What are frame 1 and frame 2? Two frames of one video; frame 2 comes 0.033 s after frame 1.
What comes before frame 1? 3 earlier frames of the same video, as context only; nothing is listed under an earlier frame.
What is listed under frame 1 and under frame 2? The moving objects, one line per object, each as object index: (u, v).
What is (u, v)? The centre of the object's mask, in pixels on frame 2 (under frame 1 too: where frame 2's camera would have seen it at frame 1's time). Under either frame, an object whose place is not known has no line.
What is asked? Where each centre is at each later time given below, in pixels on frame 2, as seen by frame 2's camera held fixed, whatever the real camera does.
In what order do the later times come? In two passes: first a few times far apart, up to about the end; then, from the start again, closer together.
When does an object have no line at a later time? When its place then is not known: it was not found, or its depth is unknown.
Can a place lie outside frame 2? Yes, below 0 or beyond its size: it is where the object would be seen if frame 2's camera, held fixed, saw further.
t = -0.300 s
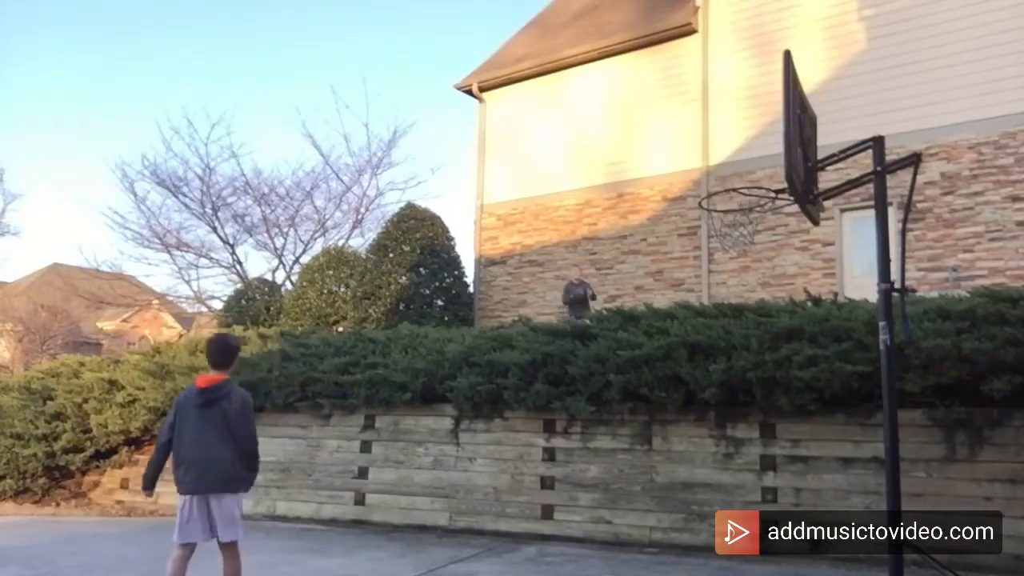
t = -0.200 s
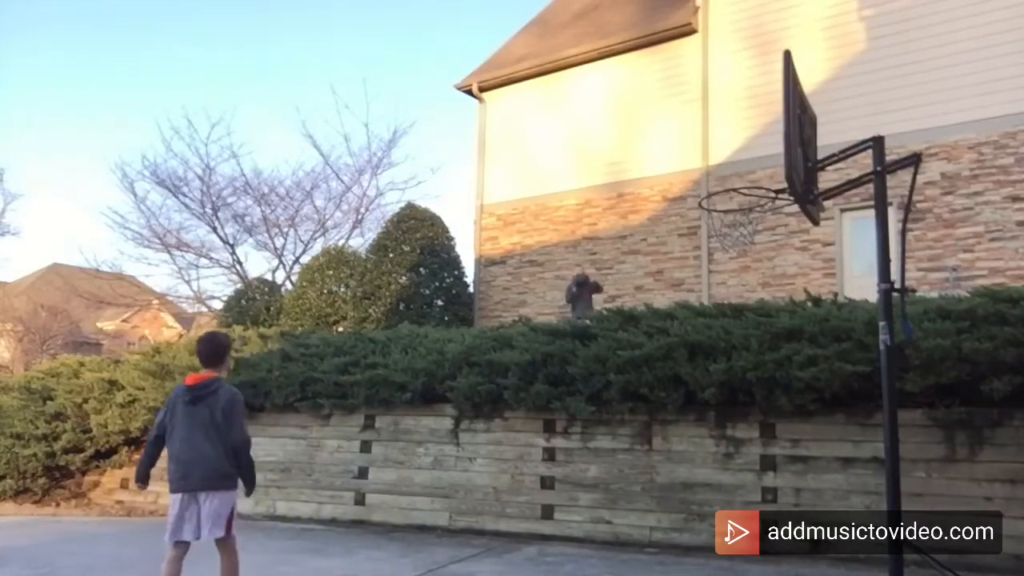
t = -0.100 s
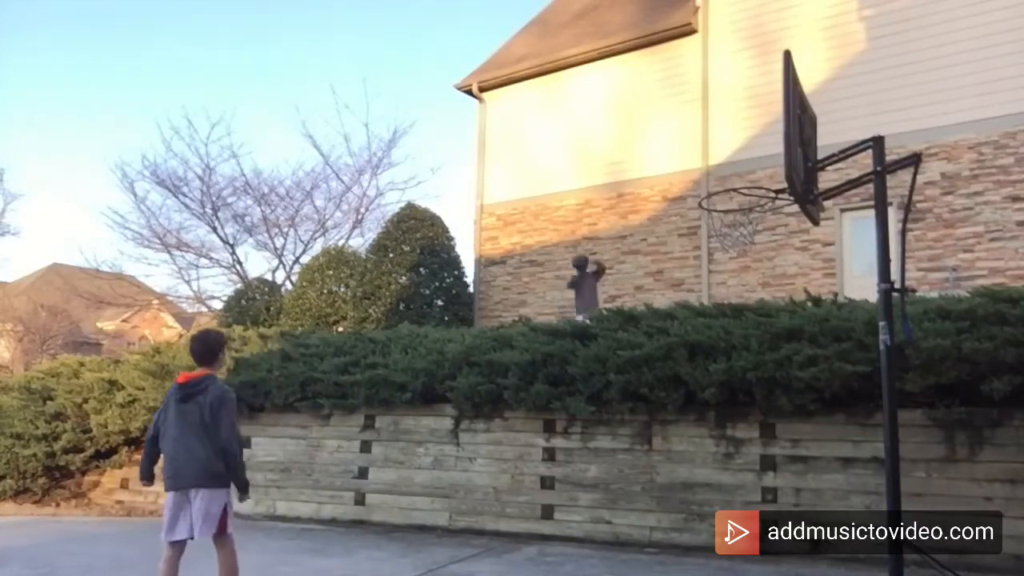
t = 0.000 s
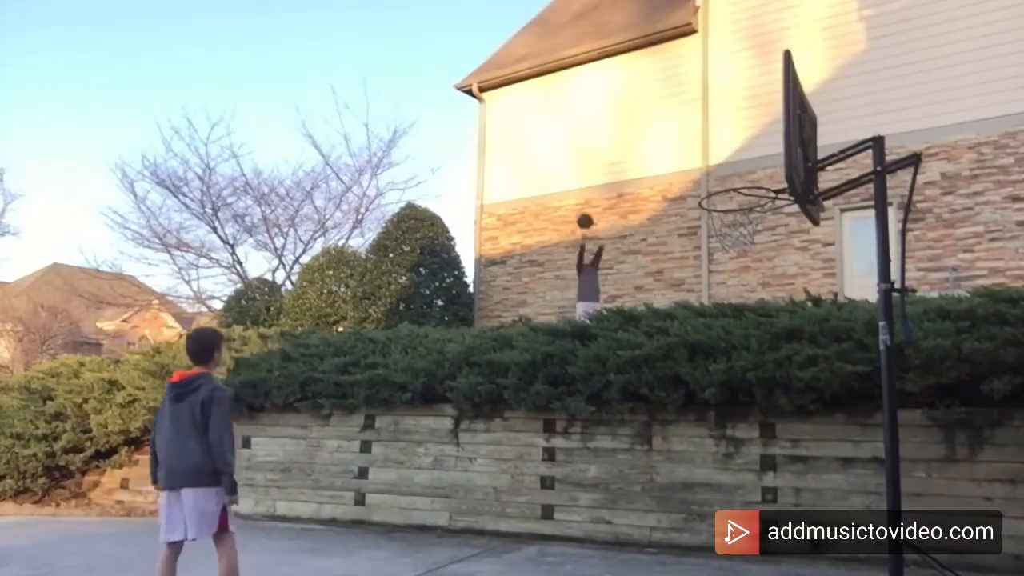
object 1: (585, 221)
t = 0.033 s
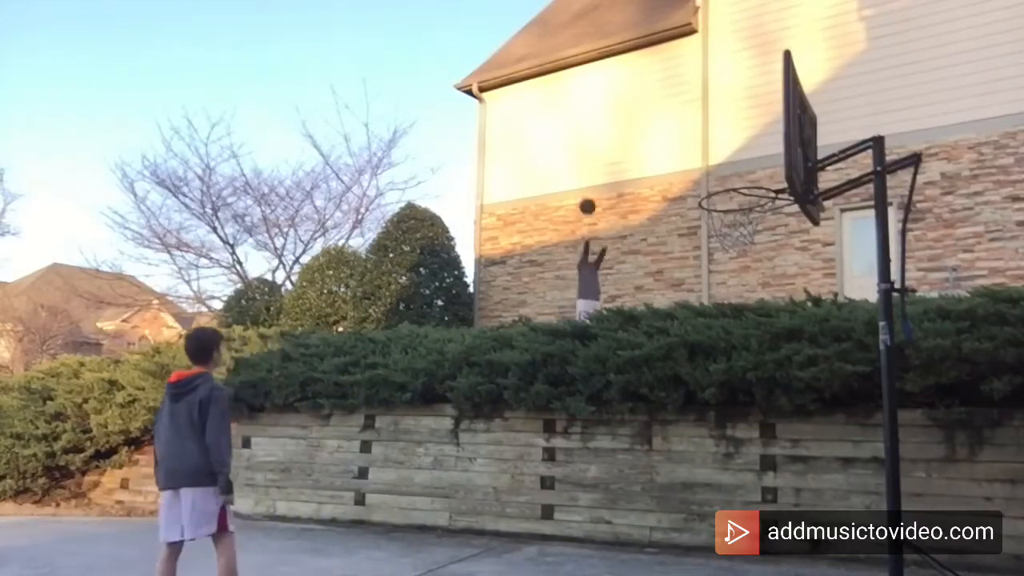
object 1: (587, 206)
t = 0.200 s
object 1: (601, 138)
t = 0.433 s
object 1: (620, 65)
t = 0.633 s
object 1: (639, 26)
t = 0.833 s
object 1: (663, 14)
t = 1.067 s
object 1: (700, 56)
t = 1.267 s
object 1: (747, 165)
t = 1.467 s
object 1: (706, 223)
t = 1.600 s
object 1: (716, 228)
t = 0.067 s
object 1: (590, 191)
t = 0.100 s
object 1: (593, 177)
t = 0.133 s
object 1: (596, 164)
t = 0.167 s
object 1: (598, 150)
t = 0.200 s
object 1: (601, 138)
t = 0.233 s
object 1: (603, 125)
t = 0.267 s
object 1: (606, 114)
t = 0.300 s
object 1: (609, 103)
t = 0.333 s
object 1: (611, 93)
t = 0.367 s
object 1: (614, 83)
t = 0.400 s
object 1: (617, 74)
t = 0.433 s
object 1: (620, 65)
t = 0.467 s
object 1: (623, 58)
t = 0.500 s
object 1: (626, 49)
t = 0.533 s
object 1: (629, 42)
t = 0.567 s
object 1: (632, 37)
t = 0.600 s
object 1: (636, 30)
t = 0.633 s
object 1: (639, 26)
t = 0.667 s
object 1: (643, 21)
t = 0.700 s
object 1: (646, 18)
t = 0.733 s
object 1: (650, 16)
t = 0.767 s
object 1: (654, 14)
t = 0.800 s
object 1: (659, 14)
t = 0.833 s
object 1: (663, 14)
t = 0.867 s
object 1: (668, 16)
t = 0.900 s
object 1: (673, 19)
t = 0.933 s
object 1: (678, 24)
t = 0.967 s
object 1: (683, 29)
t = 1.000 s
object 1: (688, 36)
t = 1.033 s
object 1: (694, 45)
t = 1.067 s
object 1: (700, 56)
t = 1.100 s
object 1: (707, 68)
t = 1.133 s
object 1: (714, 83)
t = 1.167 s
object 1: (721, 100)
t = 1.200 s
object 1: (729, 119)
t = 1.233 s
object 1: (738, 140)
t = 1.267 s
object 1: (747, 165)
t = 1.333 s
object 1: (738, 214)
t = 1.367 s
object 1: (719, 232)
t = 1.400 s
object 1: (708, 231)
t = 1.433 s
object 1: (705, 226)
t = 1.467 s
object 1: (706, 223)
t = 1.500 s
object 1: (707, 221)
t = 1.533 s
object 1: (710, 220)
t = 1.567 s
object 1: (712, 221)
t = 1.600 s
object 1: (716, 228)
